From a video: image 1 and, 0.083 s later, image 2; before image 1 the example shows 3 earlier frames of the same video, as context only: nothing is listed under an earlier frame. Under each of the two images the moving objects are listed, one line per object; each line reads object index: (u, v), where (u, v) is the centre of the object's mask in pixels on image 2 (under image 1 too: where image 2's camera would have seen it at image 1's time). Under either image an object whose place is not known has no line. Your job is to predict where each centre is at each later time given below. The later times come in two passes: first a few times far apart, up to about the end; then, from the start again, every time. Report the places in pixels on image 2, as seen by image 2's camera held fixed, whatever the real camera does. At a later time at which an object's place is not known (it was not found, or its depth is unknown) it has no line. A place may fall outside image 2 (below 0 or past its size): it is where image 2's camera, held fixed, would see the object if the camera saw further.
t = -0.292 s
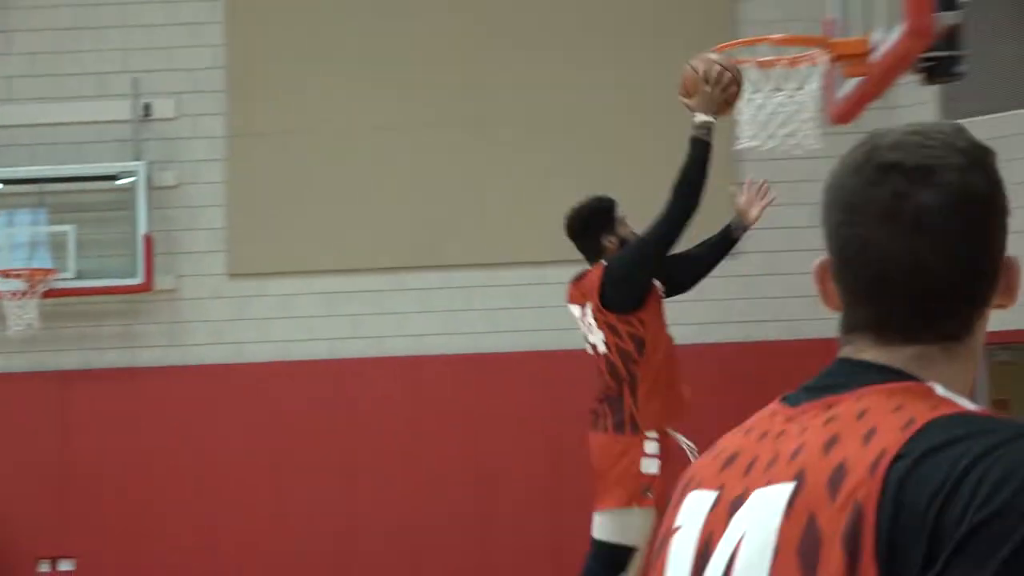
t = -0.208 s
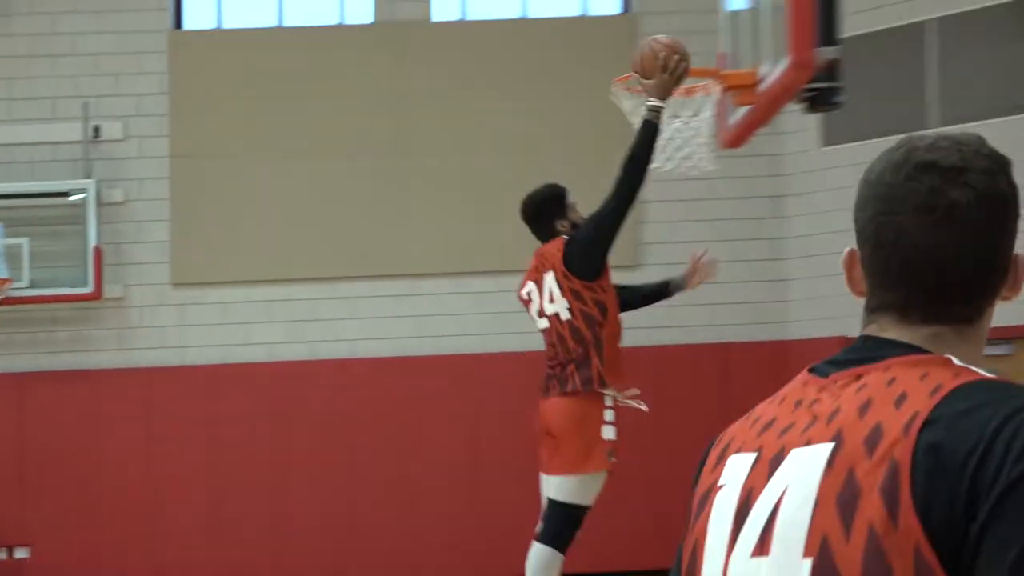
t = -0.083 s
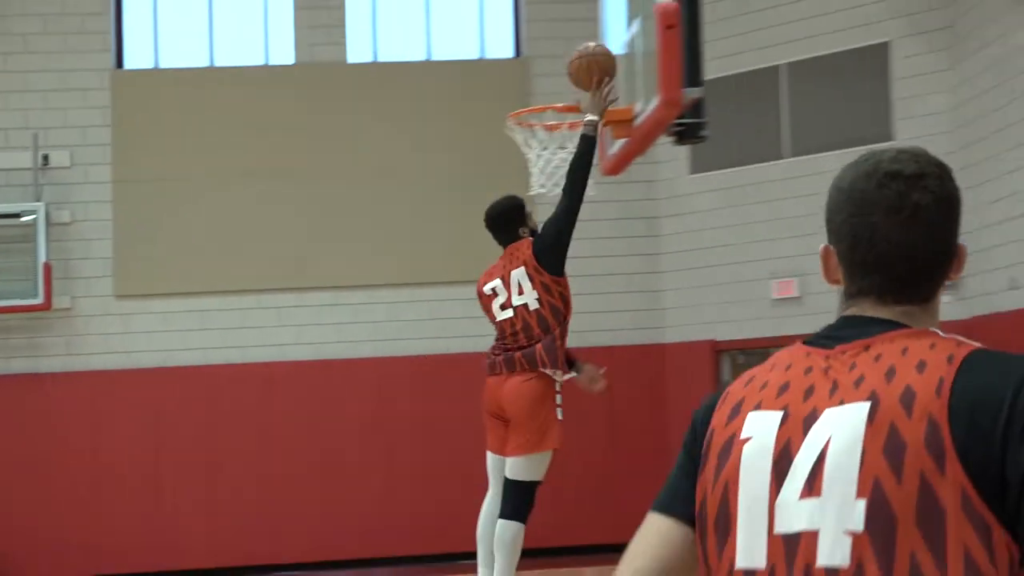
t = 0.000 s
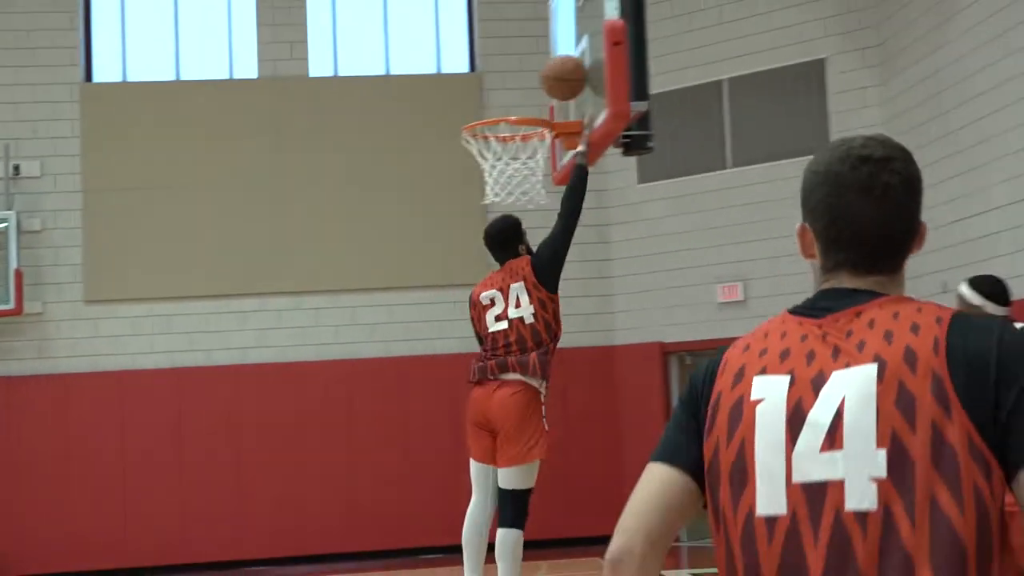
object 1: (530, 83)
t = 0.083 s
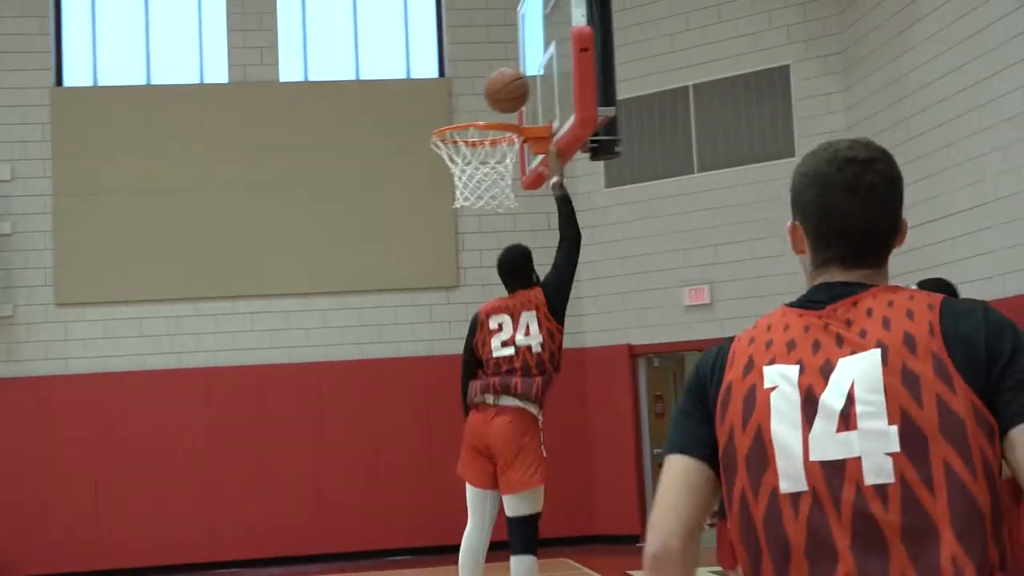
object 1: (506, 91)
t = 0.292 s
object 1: (449, 158)
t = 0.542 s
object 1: (473, 214)
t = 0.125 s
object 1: (495, 99)
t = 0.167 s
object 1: (483, 107)
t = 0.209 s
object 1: (470, 127)
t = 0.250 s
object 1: (460, 145)
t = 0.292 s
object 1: (449, 158)
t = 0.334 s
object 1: (446, 166)
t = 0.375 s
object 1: (456, 185)
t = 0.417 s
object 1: (457, 190)
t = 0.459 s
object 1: (461, 195)
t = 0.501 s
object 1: (468, 201)
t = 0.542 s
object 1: (473, 214)
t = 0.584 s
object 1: (480, 227)
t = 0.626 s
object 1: (487, 245)
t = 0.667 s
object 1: (495, 267)
